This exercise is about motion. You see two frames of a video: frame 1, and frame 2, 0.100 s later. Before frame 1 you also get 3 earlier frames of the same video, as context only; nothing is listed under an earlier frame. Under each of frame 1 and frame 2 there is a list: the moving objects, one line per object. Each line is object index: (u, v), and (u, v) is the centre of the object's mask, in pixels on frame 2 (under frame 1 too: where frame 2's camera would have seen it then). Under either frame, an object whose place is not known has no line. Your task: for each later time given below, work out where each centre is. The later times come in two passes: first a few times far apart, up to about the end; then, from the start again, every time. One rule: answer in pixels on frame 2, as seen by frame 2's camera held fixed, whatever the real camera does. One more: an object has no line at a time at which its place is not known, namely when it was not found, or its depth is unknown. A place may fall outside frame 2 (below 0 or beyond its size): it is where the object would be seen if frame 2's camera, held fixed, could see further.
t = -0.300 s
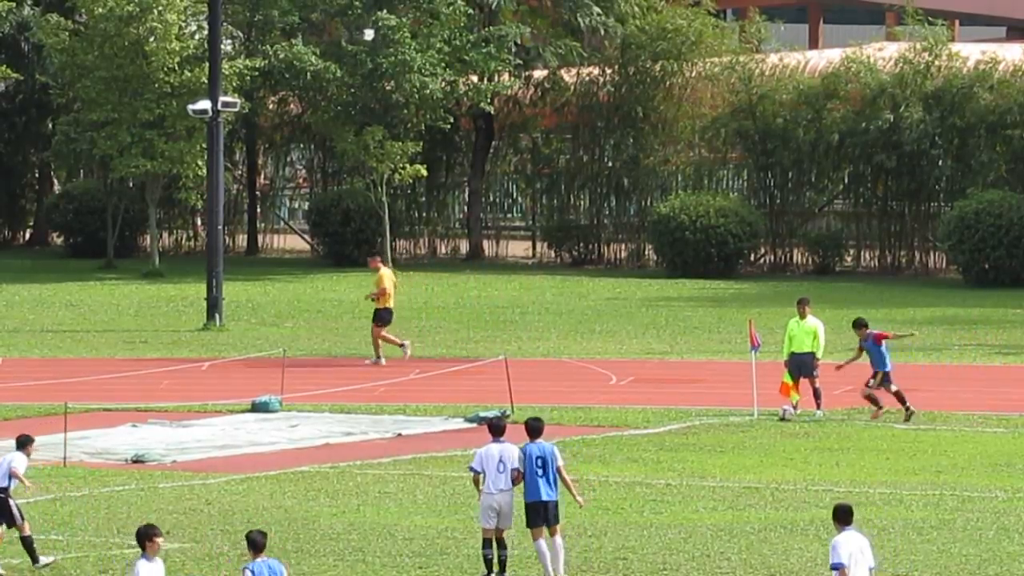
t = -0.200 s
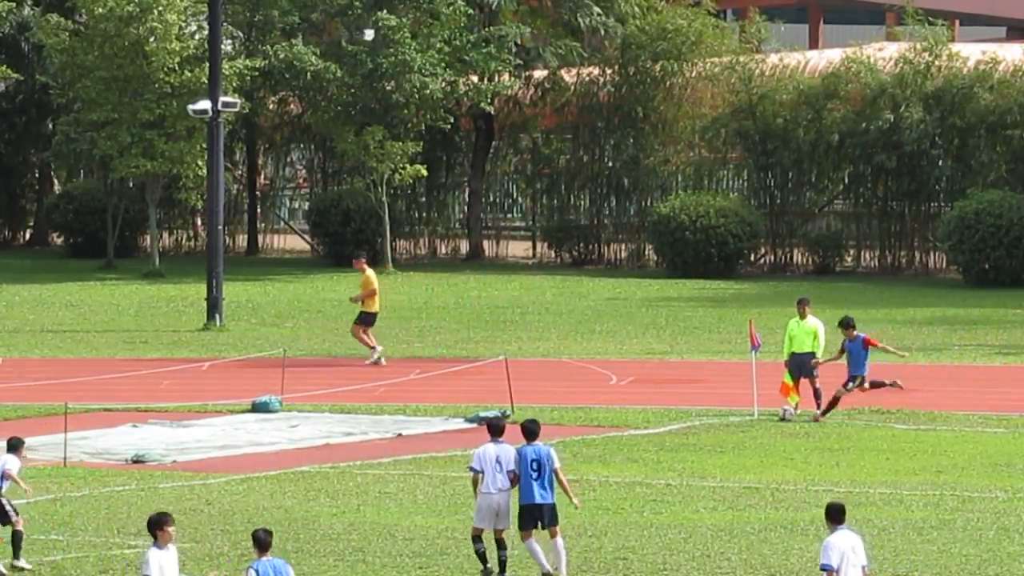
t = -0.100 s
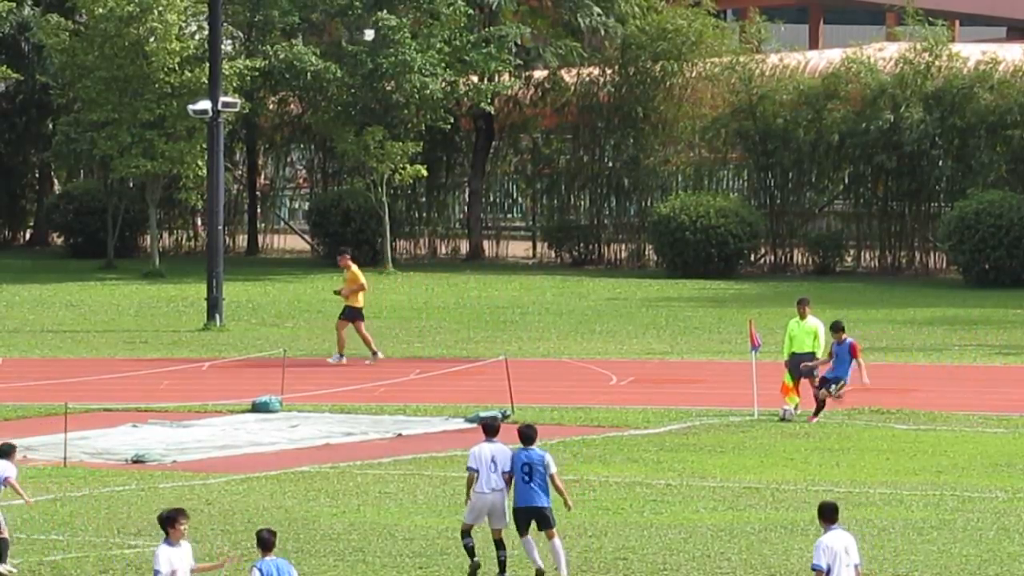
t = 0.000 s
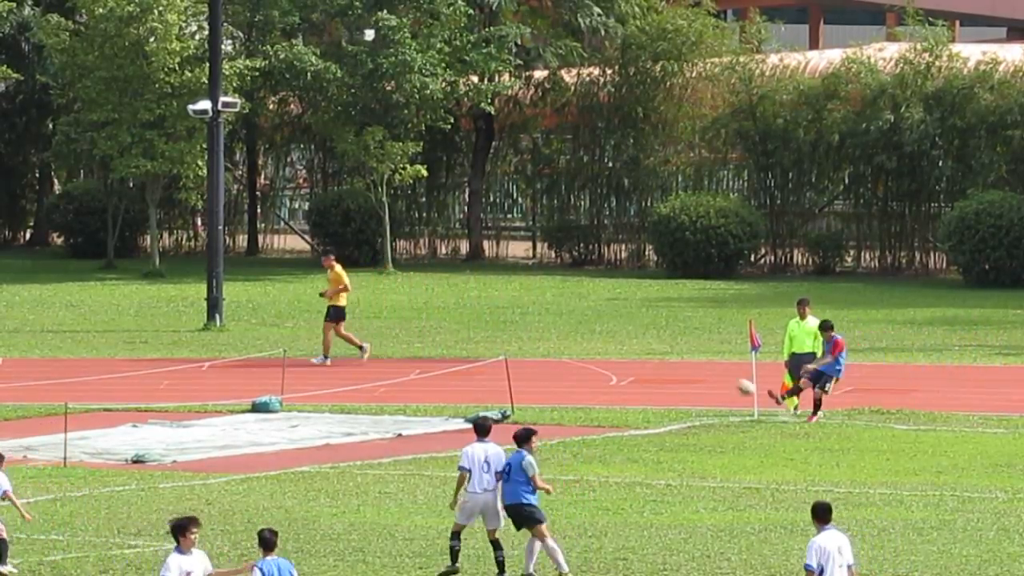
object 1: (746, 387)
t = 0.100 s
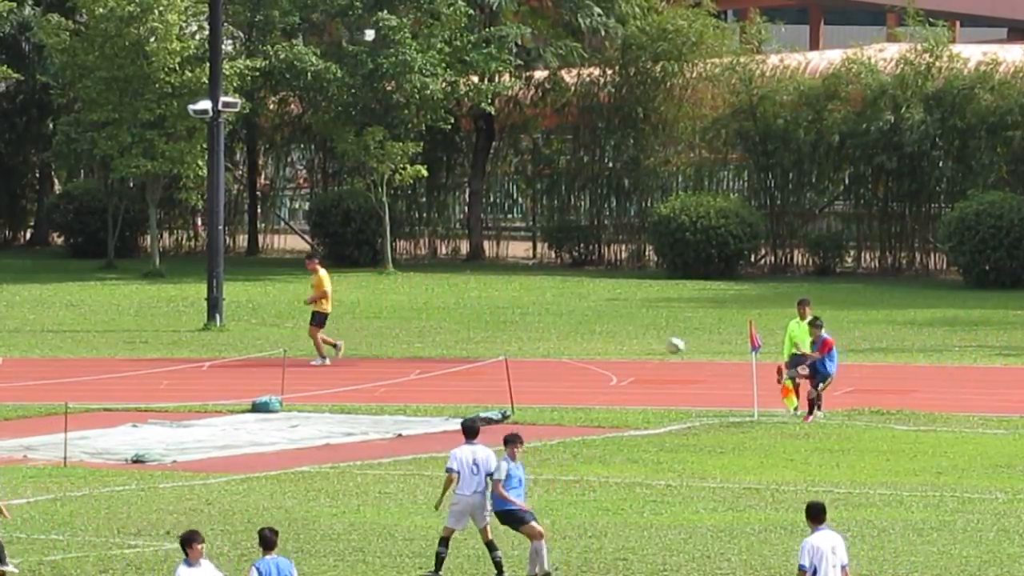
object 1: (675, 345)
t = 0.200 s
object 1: (610, 309)
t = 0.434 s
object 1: (481, 256)
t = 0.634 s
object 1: (389, 244)
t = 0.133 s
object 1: (653, 333)
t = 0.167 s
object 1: (632, 321)
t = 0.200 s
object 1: (610, 309)
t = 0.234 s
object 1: (590, 300)
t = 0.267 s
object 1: (571, 290)
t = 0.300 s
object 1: (554, 281)
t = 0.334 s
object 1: (536, 274)
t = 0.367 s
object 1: (518, 266)
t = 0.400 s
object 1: (498, 261)
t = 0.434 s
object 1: (481, 256)
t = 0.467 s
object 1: (465, 252)
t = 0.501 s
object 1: (449, 249)
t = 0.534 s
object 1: (432, 246)
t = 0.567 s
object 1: (418, 244)
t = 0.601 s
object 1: (404, 243)
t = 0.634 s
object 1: (389, 244)
